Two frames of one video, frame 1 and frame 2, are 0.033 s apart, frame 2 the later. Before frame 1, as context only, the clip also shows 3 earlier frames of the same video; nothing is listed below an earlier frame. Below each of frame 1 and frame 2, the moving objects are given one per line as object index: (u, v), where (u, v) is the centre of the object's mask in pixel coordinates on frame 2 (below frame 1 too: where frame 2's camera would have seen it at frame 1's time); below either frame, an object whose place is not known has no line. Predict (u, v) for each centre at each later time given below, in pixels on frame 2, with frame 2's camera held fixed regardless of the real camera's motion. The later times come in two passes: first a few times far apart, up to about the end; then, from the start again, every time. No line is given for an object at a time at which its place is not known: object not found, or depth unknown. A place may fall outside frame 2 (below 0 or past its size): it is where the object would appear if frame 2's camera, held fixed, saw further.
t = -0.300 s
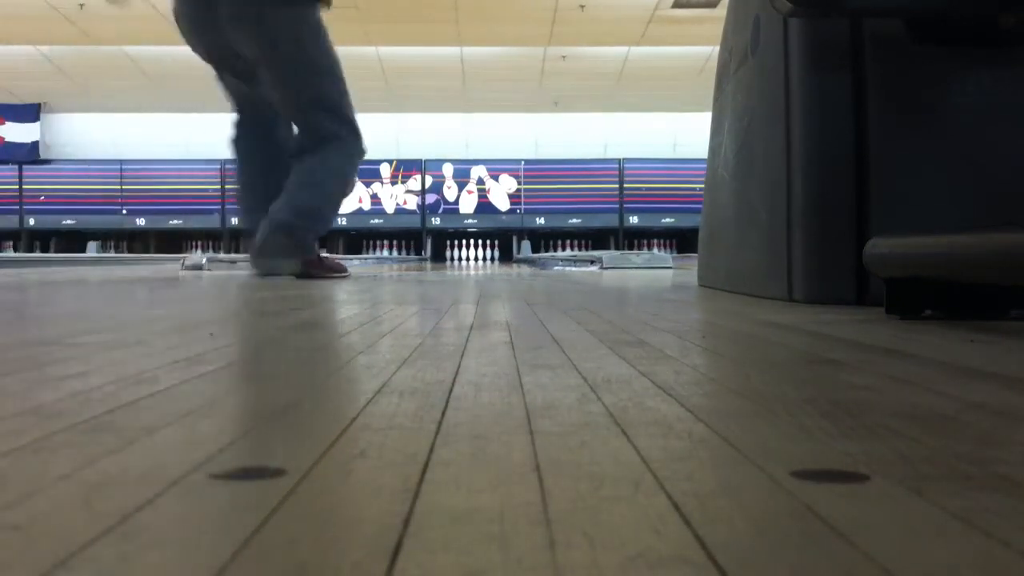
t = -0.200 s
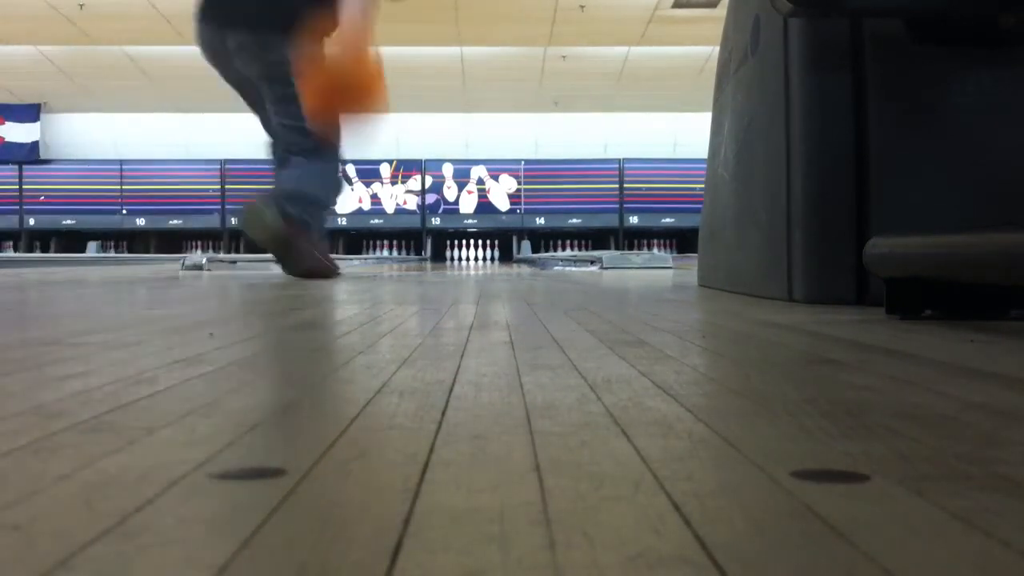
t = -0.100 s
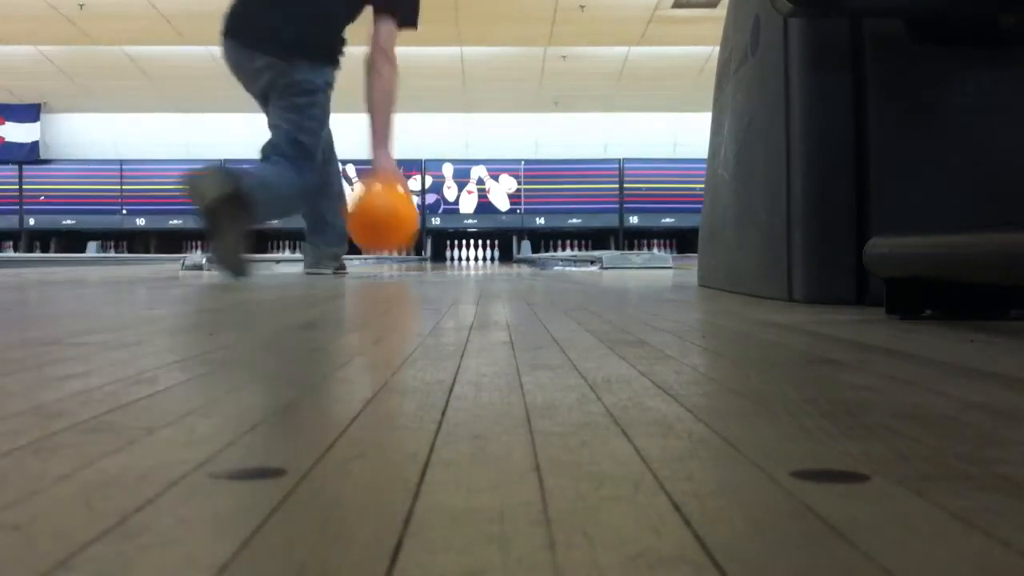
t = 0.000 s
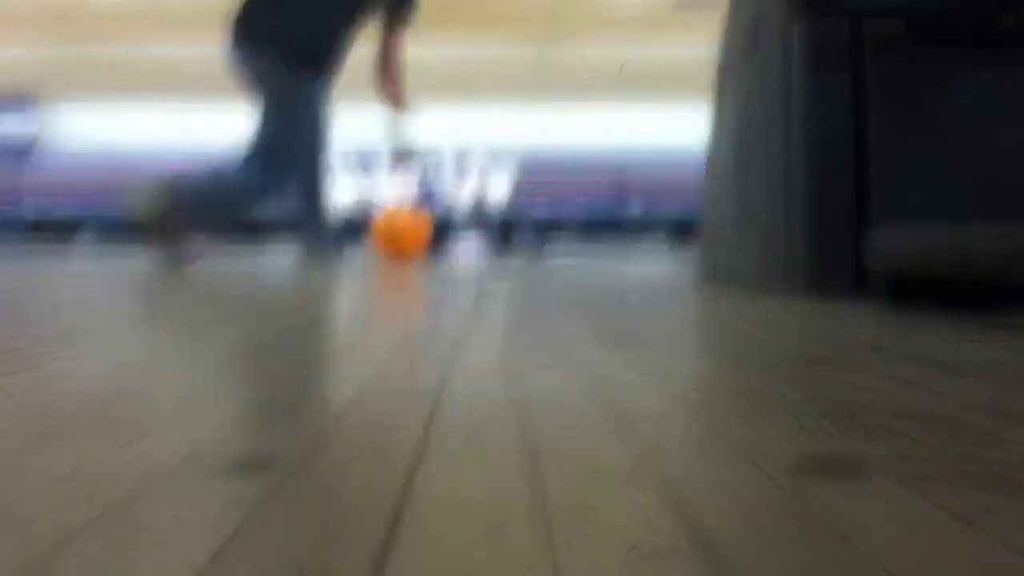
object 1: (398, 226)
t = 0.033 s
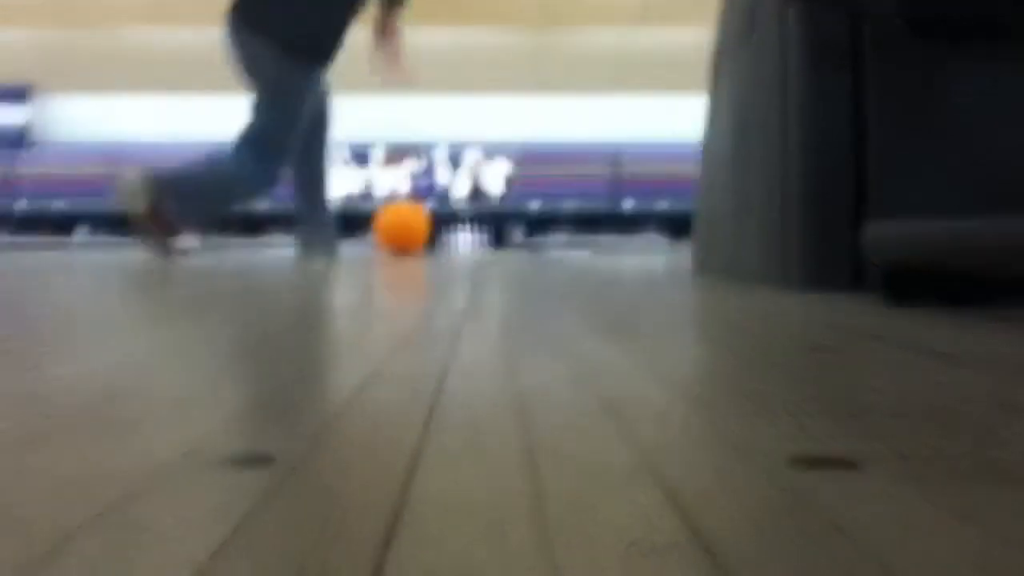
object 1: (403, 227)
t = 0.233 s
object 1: (426, 240)
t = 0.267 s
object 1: (429, 238)
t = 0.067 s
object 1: (407, 232)
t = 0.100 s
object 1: (412, 239)
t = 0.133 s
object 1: (416, 236)
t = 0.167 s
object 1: (420, 237)
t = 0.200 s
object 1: (422, 238)
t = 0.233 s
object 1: (426, 240)
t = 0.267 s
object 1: (429, 238)
